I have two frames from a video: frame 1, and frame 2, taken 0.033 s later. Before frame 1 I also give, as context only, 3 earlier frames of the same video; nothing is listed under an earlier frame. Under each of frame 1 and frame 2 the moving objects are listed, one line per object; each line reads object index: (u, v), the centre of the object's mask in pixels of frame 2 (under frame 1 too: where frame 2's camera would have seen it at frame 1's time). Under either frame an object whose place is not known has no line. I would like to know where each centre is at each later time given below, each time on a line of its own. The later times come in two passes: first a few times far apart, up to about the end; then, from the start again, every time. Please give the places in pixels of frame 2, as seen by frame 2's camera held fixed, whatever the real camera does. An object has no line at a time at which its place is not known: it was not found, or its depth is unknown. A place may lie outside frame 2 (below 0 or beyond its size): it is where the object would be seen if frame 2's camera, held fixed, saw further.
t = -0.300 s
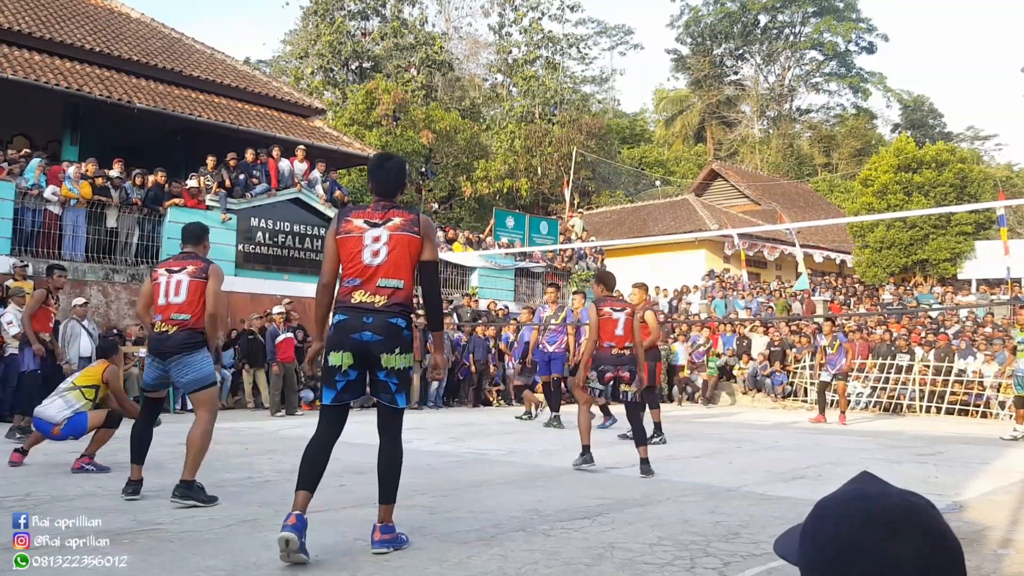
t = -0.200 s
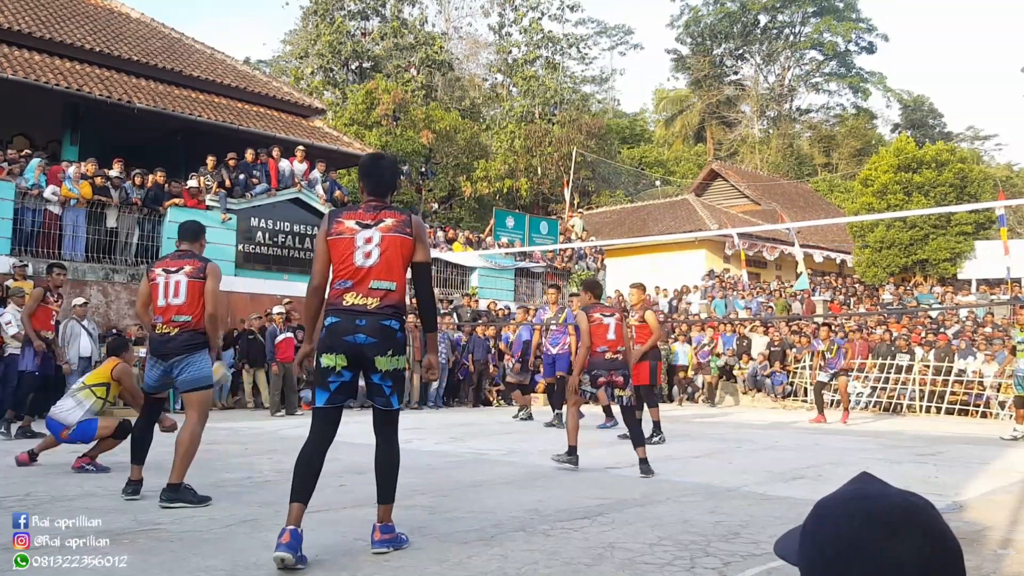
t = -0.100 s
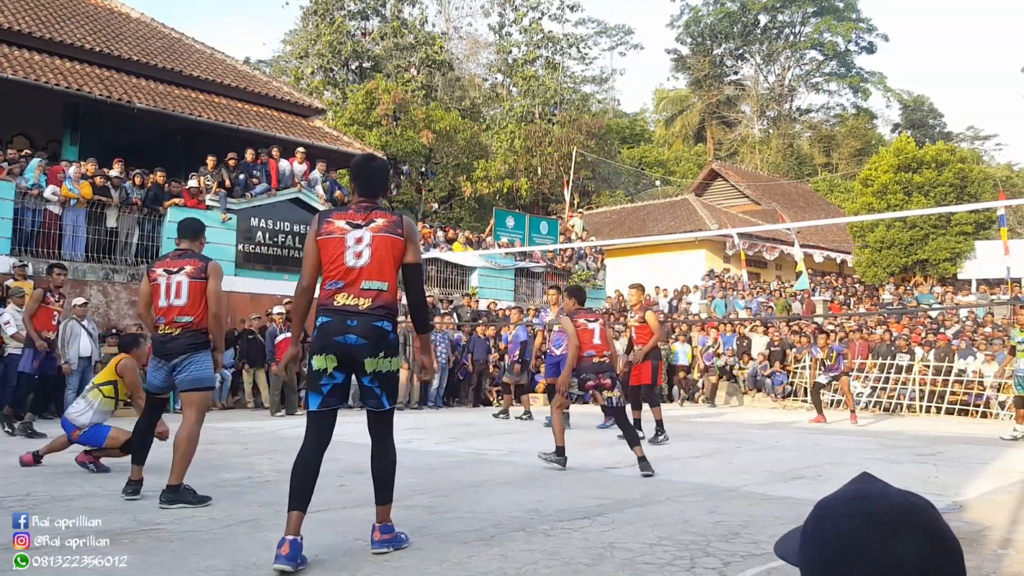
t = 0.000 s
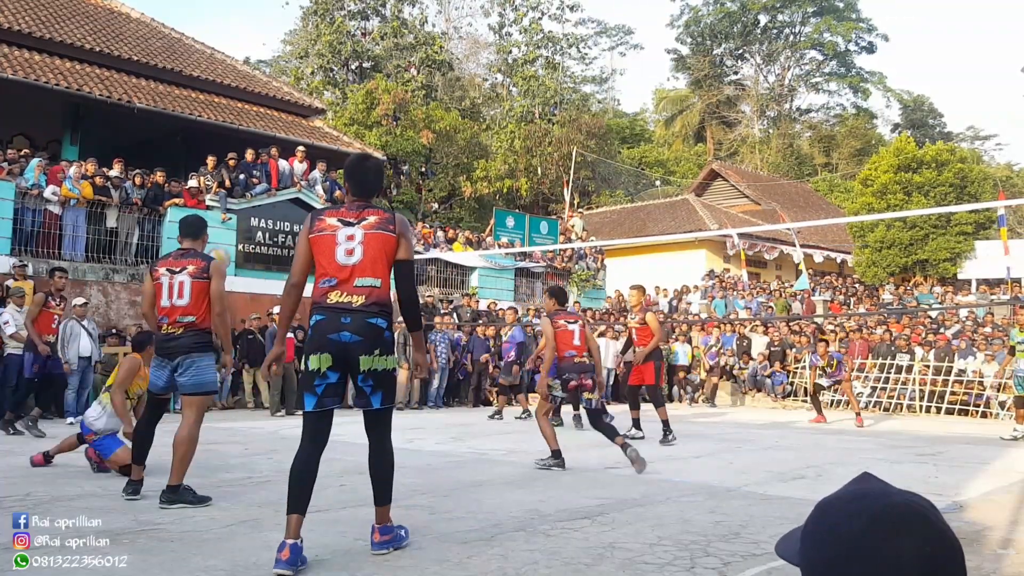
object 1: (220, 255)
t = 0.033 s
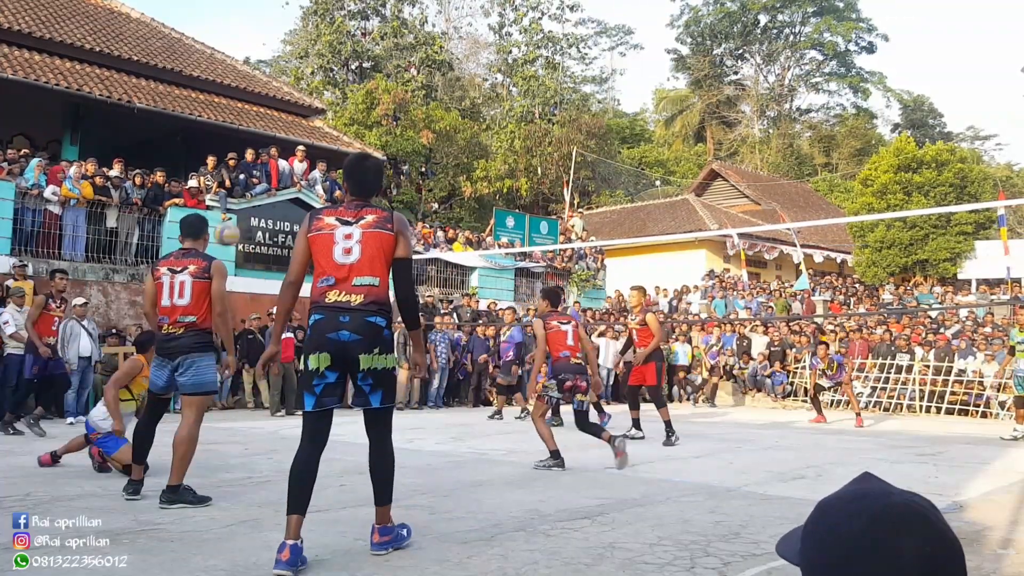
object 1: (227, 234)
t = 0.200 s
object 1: (265, 135)
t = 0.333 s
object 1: (292, 81)
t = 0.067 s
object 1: (235, 211)
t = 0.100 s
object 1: (243, 190)
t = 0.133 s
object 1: (251, 168)
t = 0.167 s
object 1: (258, 152)
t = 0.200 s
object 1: (265, 135)
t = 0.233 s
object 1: (271, 120)
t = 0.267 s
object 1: (279, 106)
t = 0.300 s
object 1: (286, 91)
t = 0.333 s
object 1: (292, 81)
